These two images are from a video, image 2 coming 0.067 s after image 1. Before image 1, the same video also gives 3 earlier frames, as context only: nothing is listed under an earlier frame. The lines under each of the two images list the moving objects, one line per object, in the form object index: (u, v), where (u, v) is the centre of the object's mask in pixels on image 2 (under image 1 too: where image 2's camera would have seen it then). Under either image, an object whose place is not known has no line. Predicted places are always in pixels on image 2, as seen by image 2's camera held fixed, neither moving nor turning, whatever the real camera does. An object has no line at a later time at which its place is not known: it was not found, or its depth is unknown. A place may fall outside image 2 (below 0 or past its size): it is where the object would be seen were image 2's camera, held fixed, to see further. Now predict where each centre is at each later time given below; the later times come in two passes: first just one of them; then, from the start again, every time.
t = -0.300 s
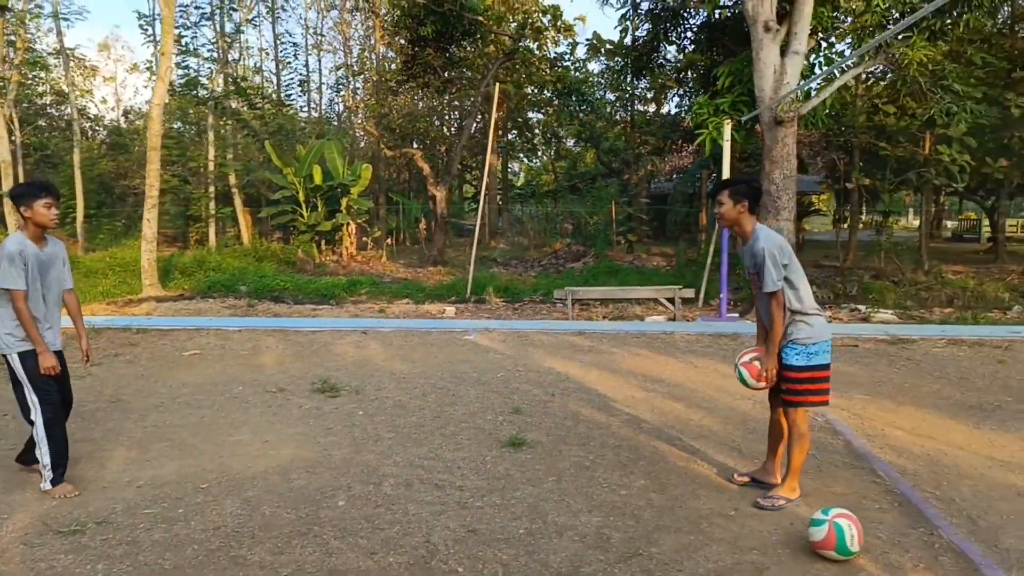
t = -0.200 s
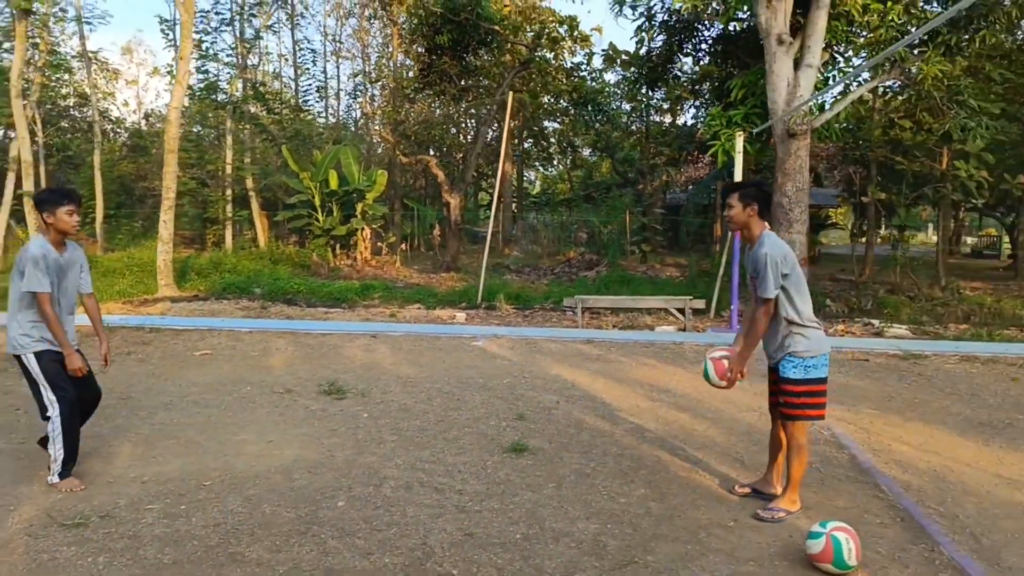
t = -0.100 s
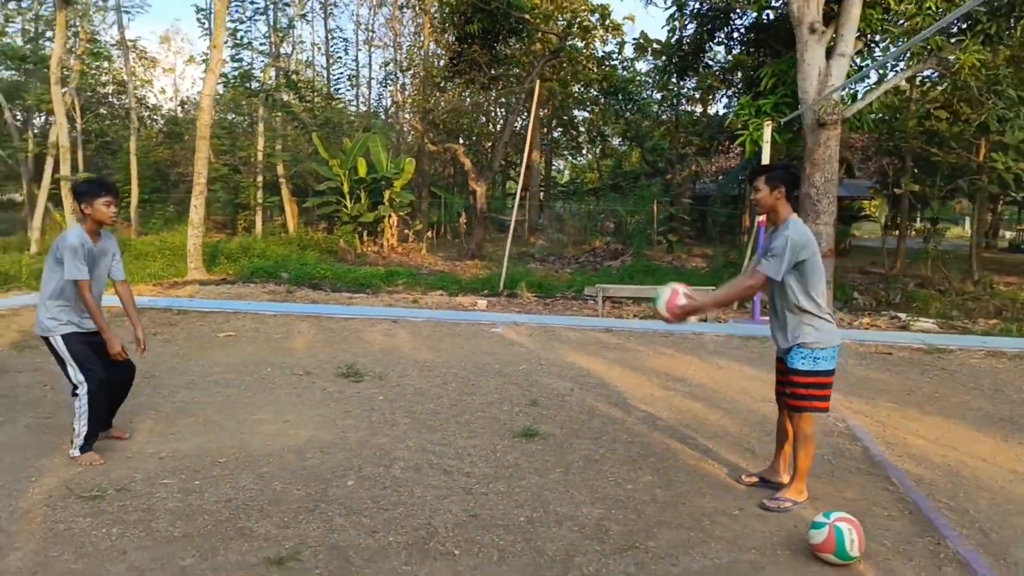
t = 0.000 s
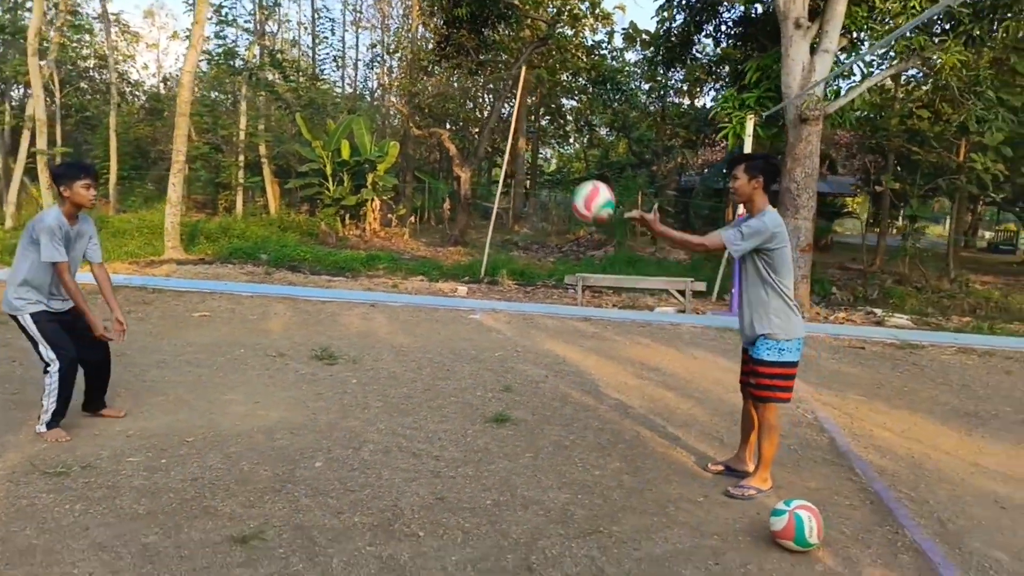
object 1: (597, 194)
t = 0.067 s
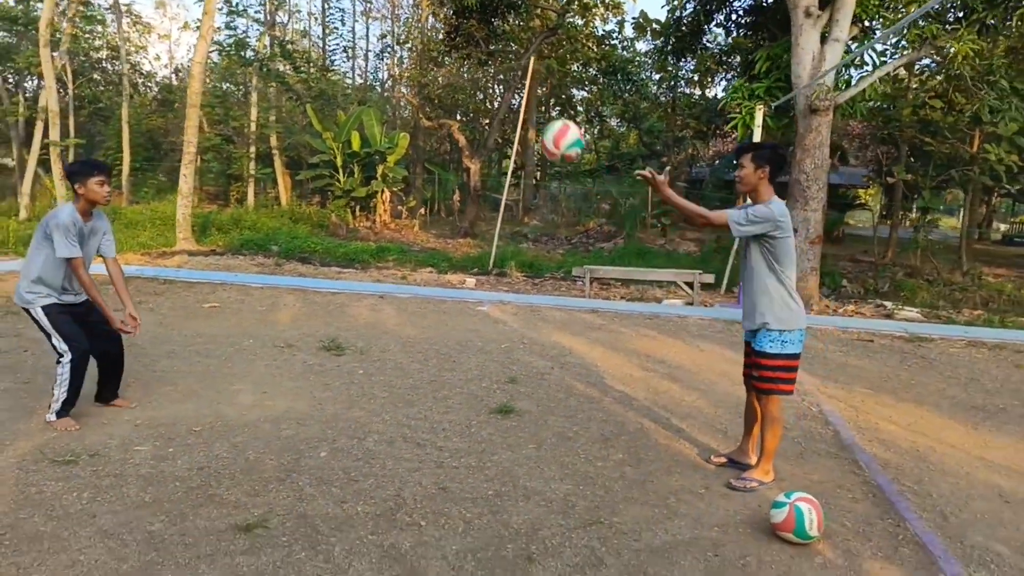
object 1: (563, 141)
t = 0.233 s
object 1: (465, 47)
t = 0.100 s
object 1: (543, 117)
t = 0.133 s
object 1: (524, 94)
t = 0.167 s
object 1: (503, 76)
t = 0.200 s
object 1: (483, 60)
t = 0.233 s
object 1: (465, 47)
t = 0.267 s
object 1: (446, 35)
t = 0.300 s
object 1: (427, 26)
